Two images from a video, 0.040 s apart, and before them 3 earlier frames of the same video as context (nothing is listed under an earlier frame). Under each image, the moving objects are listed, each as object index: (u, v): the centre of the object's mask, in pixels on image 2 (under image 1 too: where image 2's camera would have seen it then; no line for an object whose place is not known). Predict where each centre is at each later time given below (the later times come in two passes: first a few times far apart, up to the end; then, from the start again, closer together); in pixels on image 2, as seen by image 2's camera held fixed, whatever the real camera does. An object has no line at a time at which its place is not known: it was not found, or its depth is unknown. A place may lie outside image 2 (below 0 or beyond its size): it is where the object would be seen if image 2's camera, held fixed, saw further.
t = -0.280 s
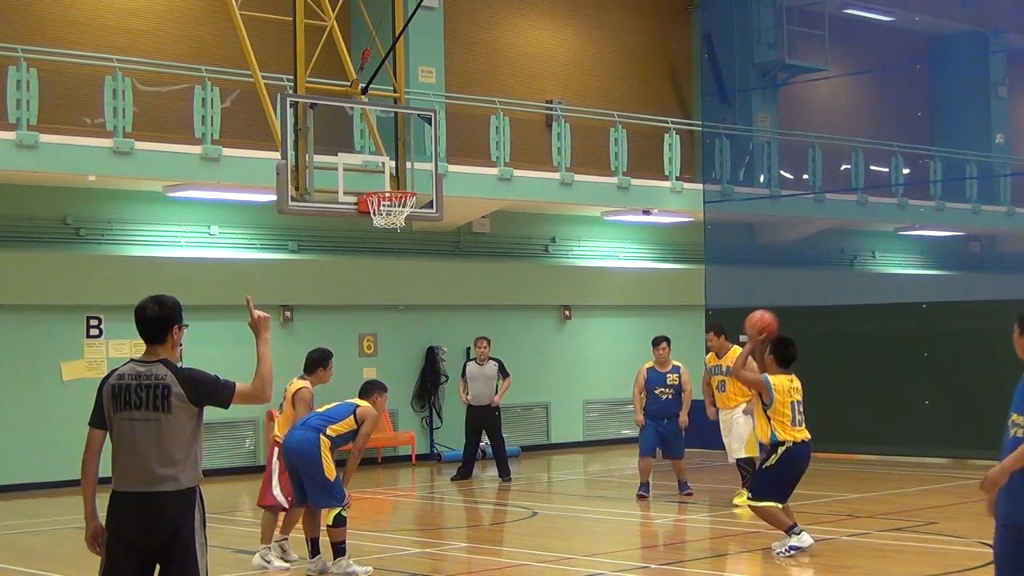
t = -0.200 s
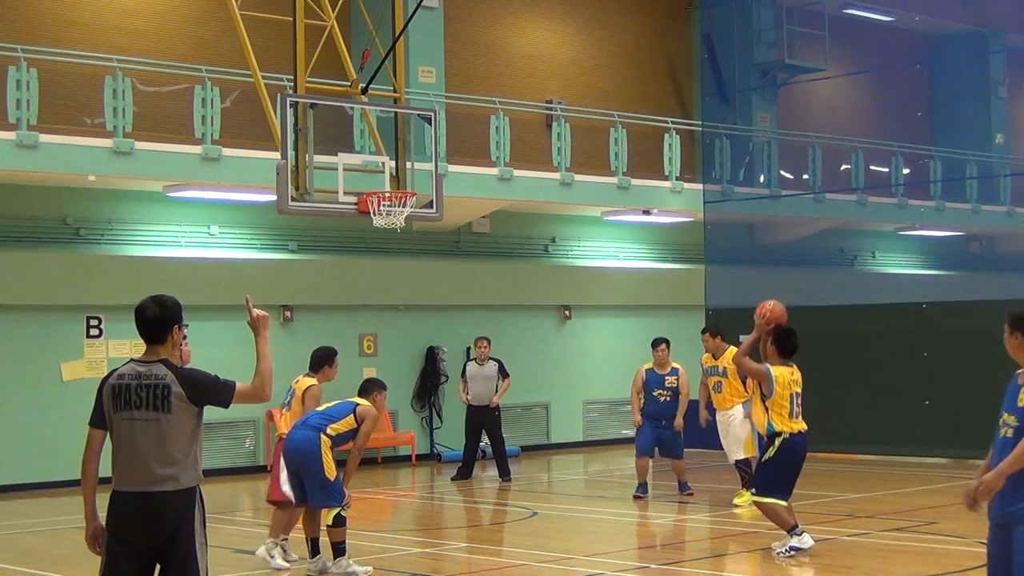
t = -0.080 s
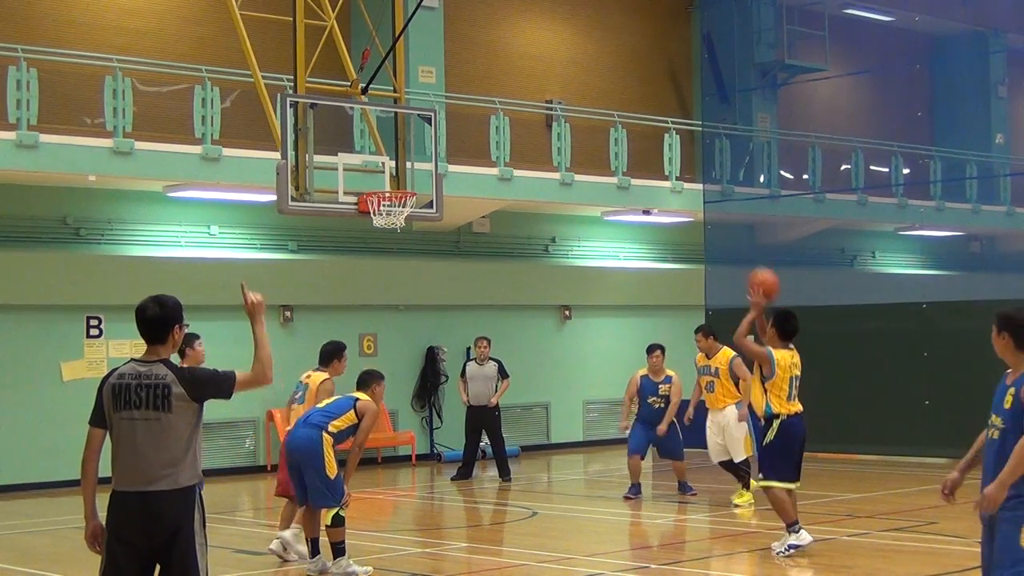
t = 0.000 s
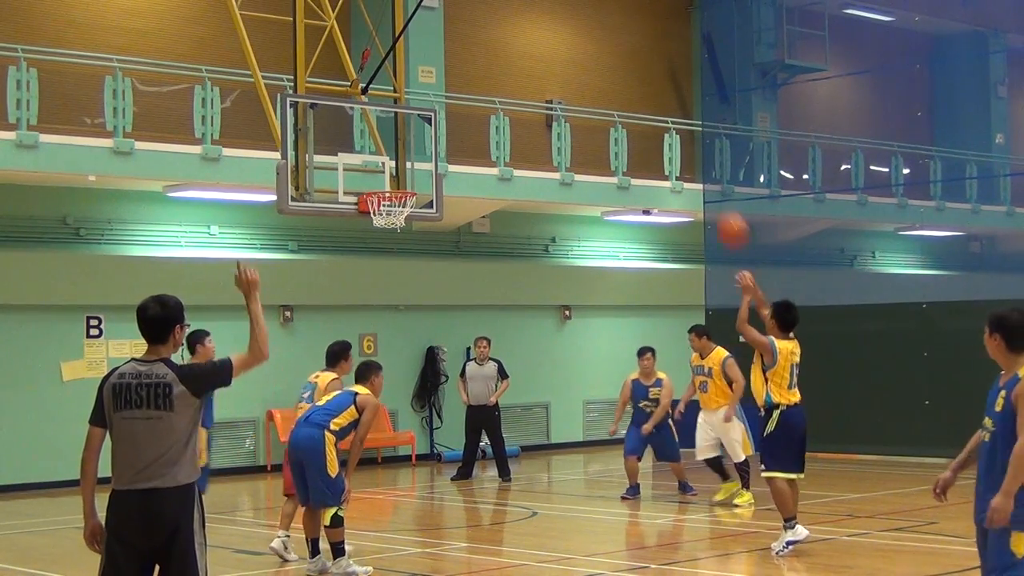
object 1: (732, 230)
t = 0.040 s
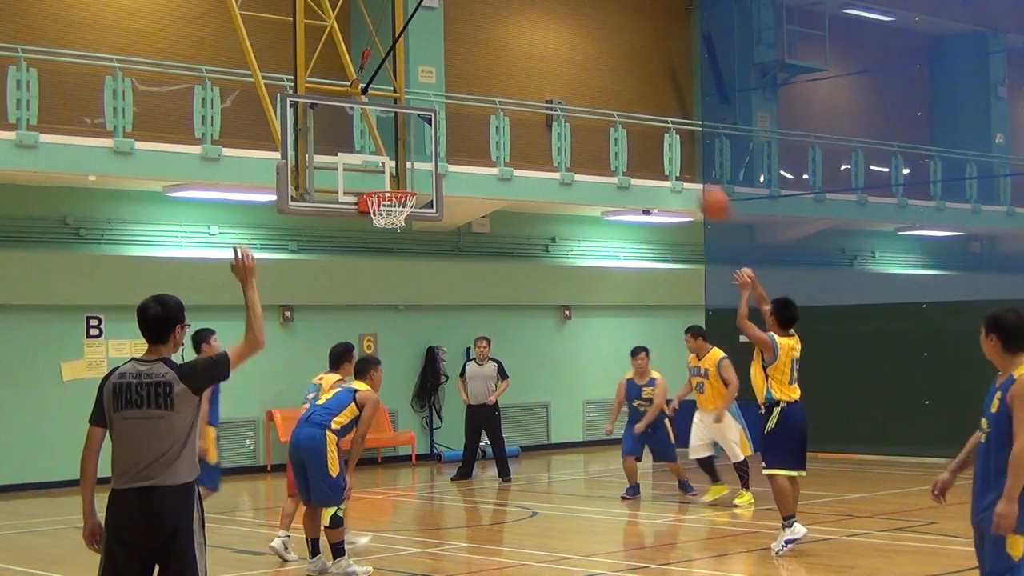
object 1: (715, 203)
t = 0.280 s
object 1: (615, 93)
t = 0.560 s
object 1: (514, 59)
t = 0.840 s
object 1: (426, 109)
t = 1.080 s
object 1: (387, 175)
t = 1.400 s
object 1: (483, 165)
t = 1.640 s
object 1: (551, 224)
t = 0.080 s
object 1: (696, 178)
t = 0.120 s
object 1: (680, 158)
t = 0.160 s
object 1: (662, 138)
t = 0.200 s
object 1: (648, 121)
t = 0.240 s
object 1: (631, 105)
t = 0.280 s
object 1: (615, 93)
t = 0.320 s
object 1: (600, 83)
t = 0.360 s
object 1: (585, 74)
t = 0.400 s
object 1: (570, 67)
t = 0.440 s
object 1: (556, 62)
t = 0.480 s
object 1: (542, 60)
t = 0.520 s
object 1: (529, 58)
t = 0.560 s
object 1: (514, 59)
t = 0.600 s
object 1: (500, 60)
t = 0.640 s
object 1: (488, 64)
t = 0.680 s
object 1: (475, 70)
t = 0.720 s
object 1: (462, 77)
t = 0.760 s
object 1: (451, 86)
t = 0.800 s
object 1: (438, 97)
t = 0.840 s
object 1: (426, 109)
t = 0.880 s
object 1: (415, 122)
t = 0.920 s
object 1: (403, 137)
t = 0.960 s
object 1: (391, 152)
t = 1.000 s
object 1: (379, 171)
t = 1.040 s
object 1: (374, 182)
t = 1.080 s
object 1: (387, 175)
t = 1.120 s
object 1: (399, 167)
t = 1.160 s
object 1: (412, 162)
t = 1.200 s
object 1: (423, 159)
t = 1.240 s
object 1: (436, 157)
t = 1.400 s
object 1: (483, 165)
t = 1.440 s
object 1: (494, 171)
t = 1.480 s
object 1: (506, 179)
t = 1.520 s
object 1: (517, 188)
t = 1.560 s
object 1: (528, 198)
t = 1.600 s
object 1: (539, 211)
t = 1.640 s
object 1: (551, 224)
